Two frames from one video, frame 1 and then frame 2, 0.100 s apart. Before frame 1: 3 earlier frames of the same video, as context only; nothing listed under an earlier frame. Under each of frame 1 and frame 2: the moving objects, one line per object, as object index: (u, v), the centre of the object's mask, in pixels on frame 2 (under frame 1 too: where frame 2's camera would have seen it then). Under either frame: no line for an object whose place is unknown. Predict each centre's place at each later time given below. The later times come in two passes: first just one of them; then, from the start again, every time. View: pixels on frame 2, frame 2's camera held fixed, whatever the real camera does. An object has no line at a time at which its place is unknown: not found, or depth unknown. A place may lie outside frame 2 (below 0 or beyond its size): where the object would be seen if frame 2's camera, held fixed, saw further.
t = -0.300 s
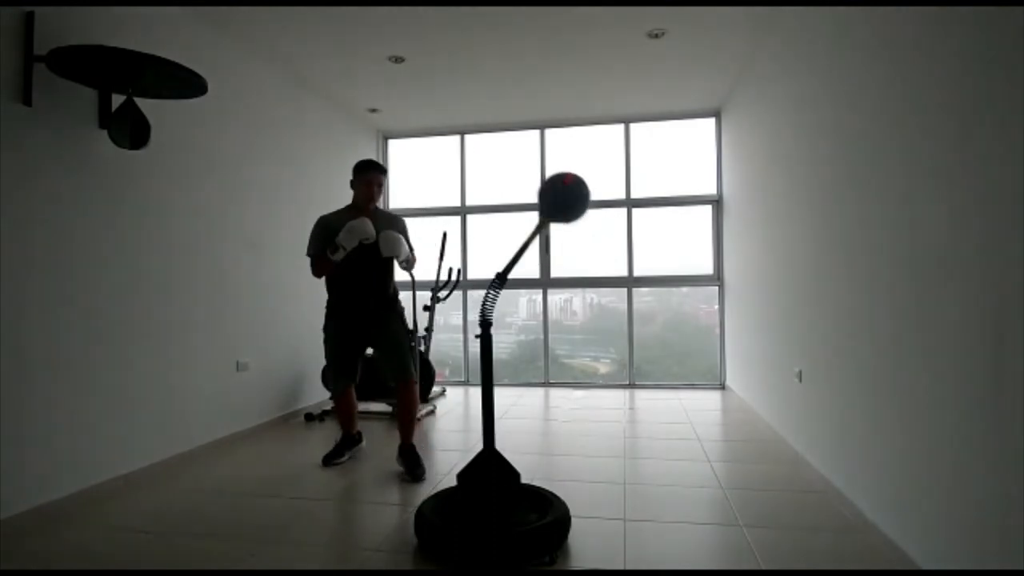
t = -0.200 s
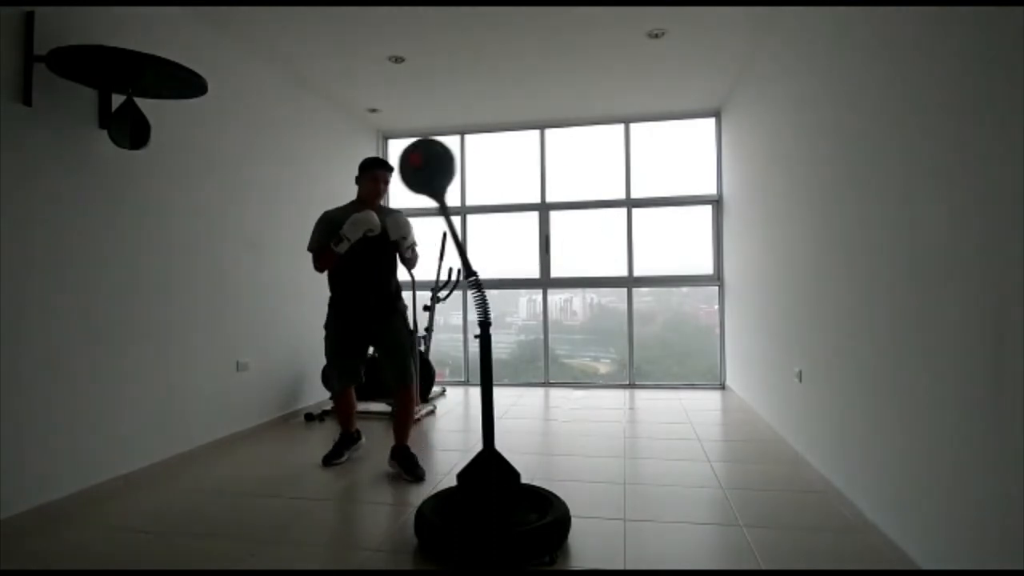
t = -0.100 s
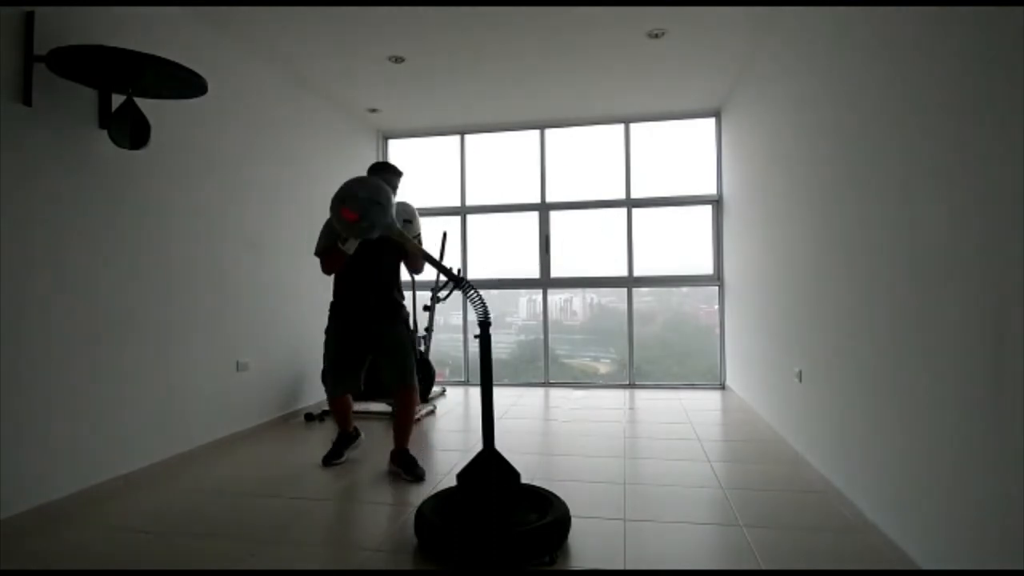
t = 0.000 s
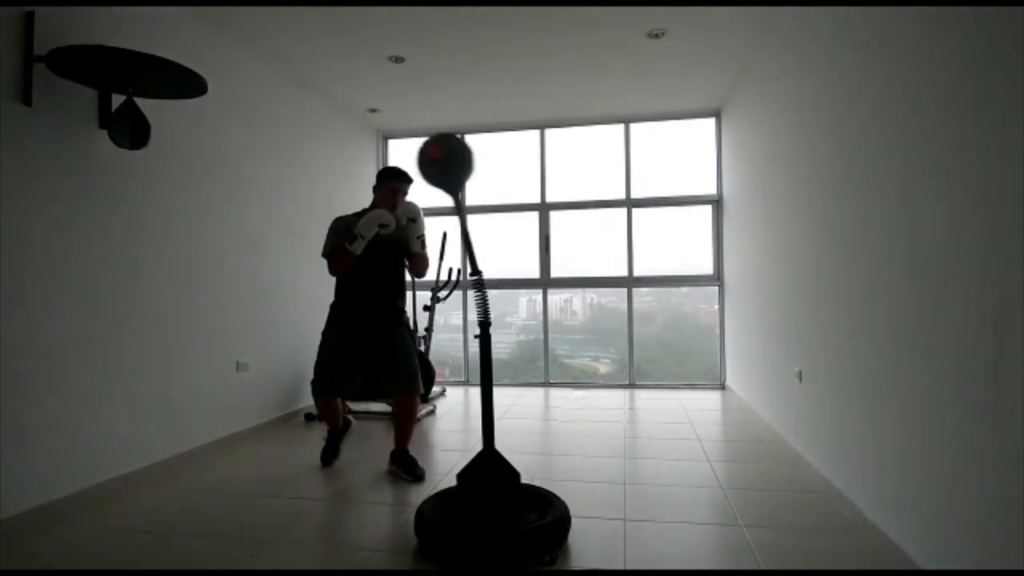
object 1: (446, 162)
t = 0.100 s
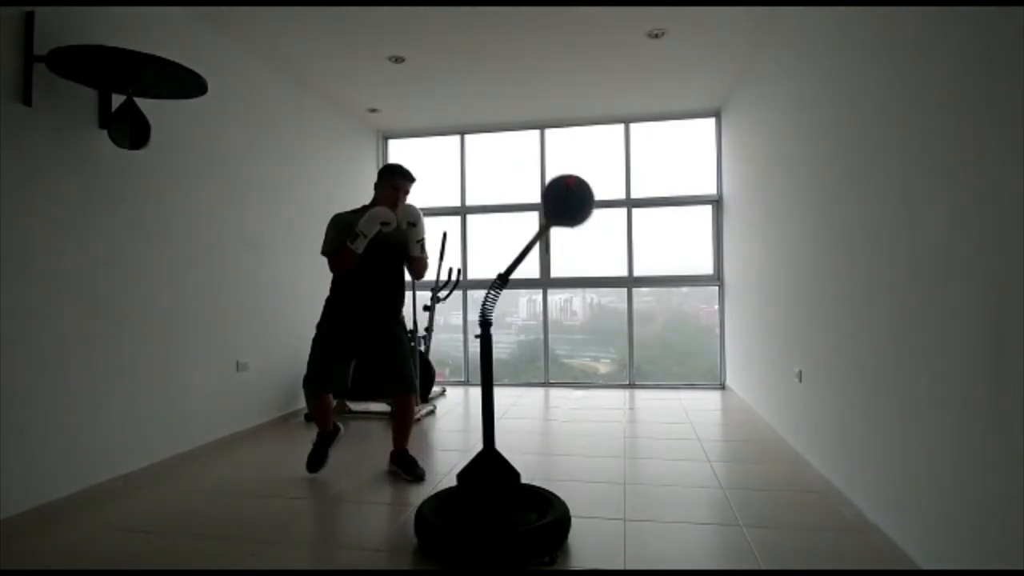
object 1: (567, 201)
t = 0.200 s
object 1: (577, 215)
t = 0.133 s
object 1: (582, 220)
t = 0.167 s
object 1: (585, 225)
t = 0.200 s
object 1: (577, 215)
